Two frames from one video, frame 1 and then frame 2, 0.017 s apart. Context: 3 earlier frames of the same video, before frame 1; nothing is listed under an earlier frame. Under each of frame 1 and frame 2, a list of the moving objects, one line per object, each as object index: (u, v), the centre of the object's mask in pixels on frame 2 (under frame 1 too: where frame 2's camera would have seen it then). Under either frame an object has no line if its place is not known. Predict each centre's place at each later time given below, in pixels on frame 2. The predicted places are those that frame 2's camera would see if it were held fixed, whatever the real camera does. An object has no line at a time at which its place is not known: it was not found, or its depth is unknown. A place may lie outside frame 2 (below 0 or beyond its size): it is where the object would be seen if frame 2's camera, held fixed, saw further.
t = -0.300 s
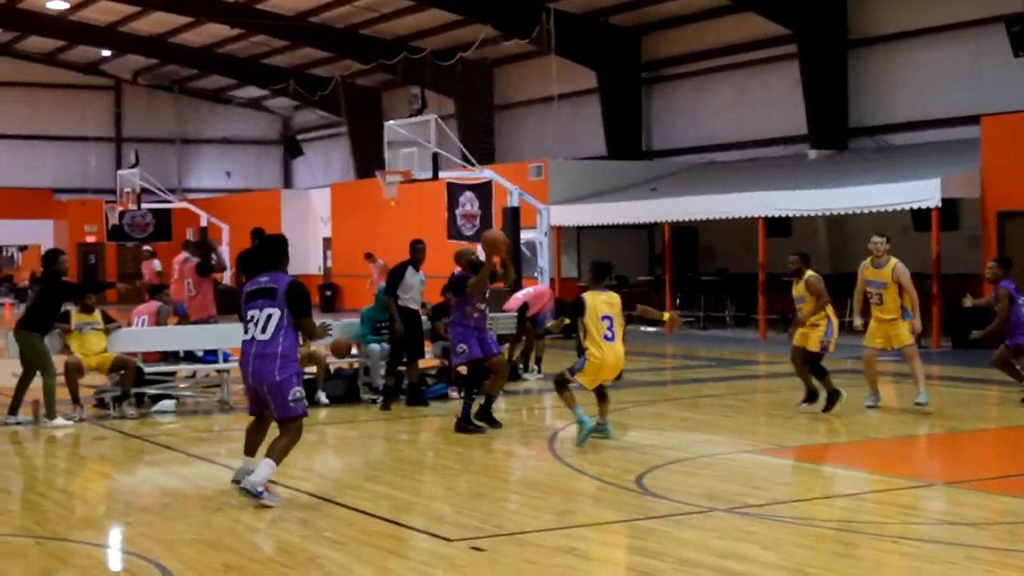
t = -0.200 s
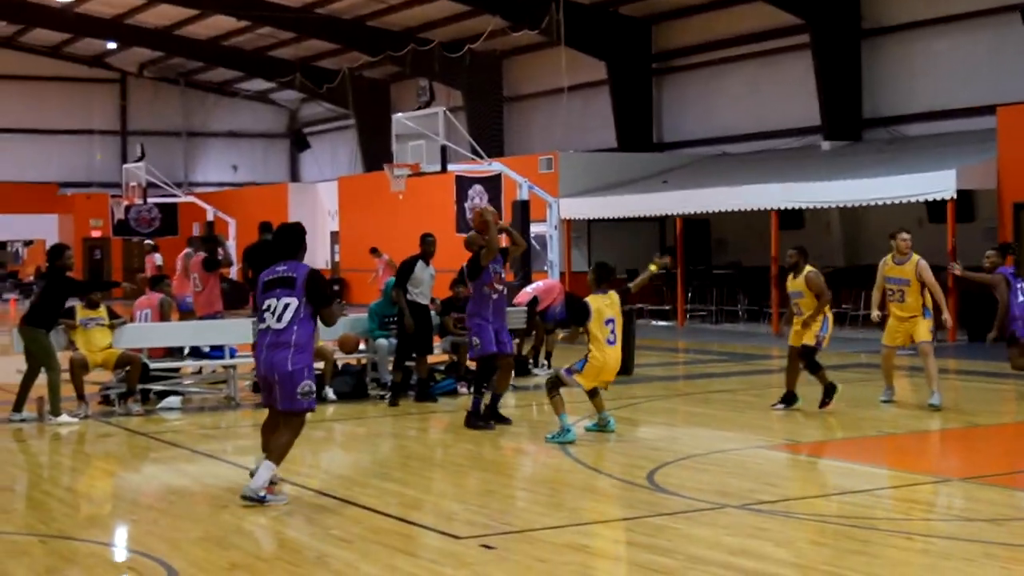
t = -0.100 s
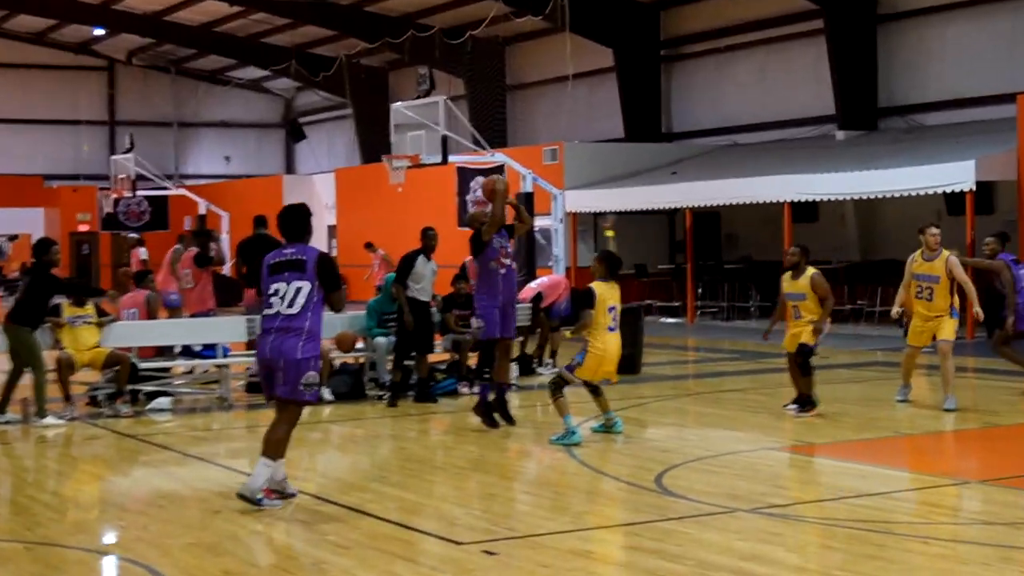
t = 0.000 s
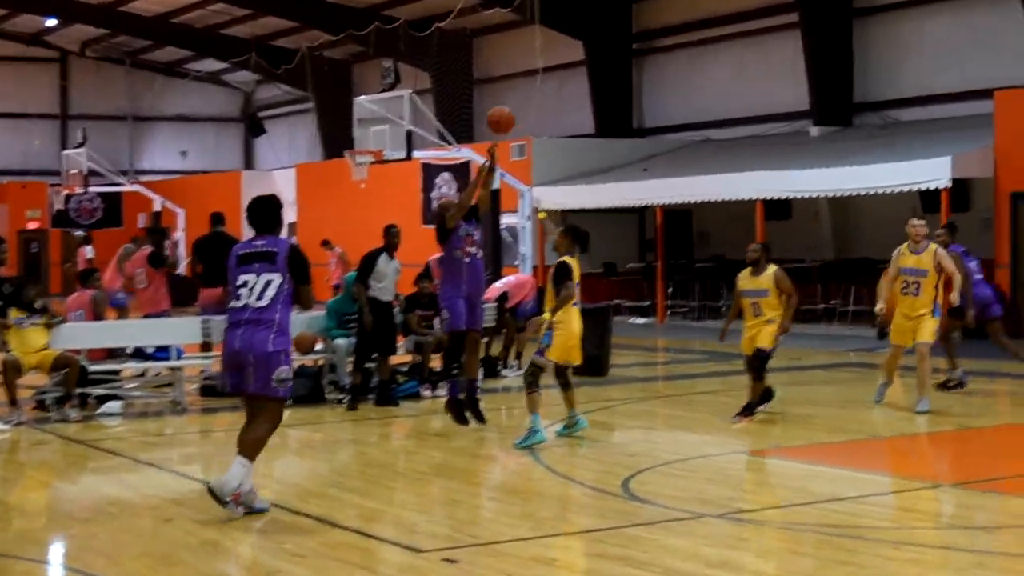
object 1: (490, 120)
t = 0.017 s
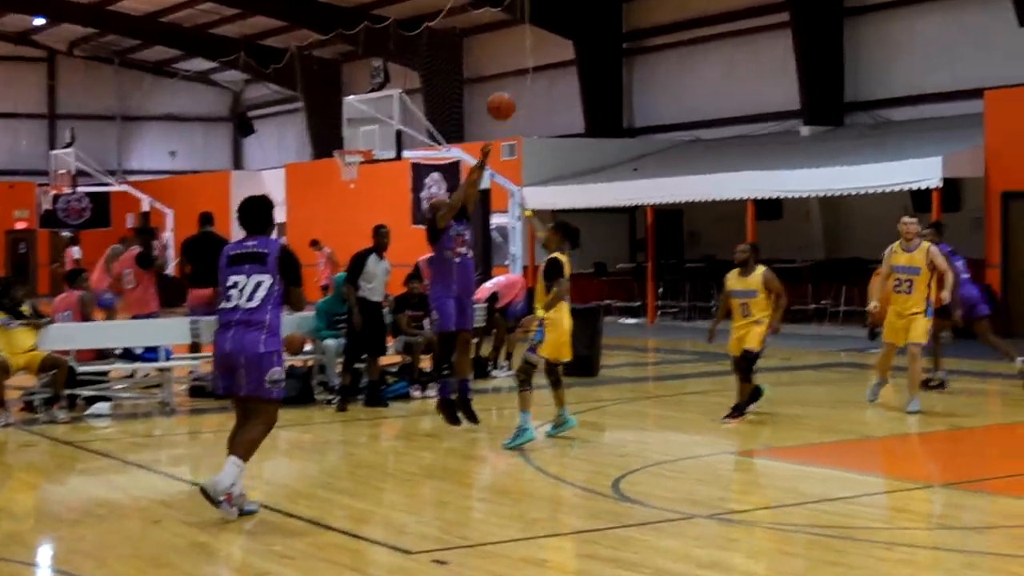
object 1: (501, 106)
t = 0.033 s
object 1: (511, 93)
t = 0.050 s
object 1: (520, 80)
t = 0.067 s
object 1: (530, 69)
